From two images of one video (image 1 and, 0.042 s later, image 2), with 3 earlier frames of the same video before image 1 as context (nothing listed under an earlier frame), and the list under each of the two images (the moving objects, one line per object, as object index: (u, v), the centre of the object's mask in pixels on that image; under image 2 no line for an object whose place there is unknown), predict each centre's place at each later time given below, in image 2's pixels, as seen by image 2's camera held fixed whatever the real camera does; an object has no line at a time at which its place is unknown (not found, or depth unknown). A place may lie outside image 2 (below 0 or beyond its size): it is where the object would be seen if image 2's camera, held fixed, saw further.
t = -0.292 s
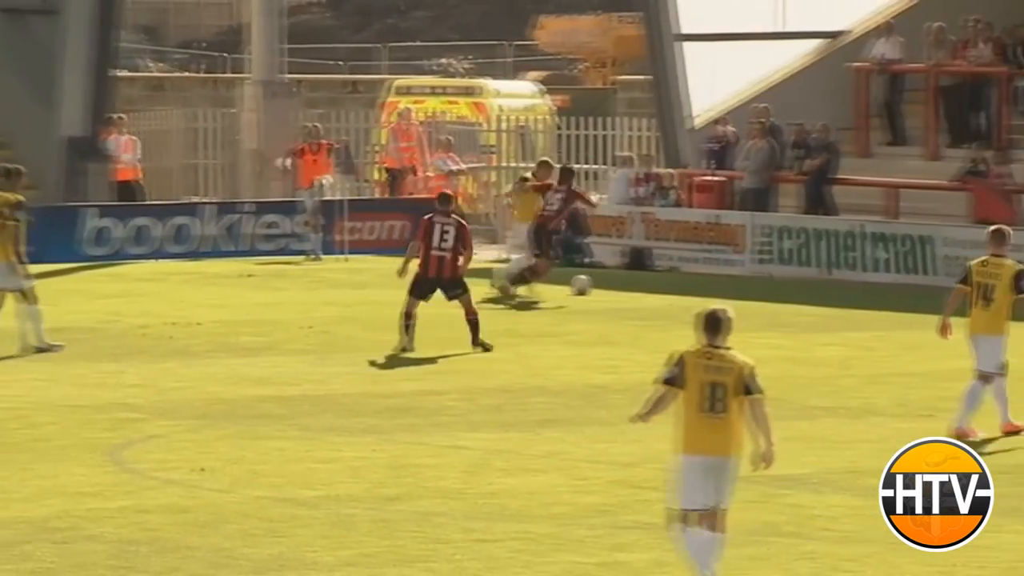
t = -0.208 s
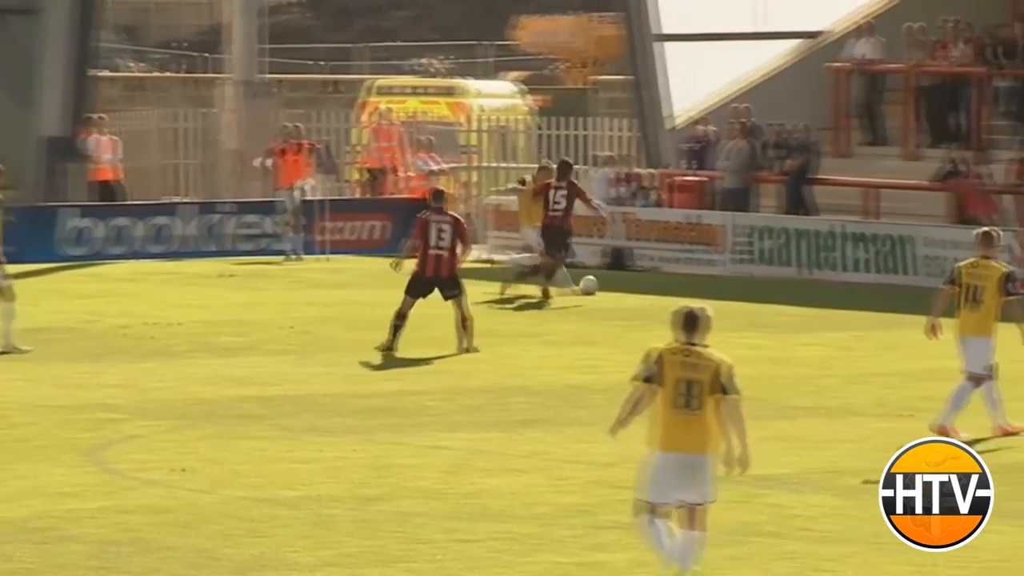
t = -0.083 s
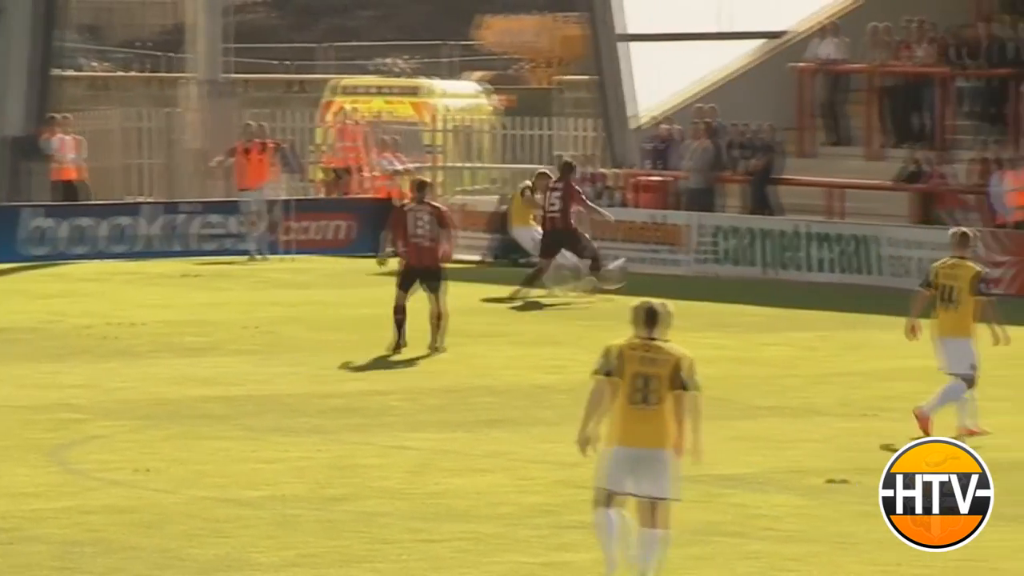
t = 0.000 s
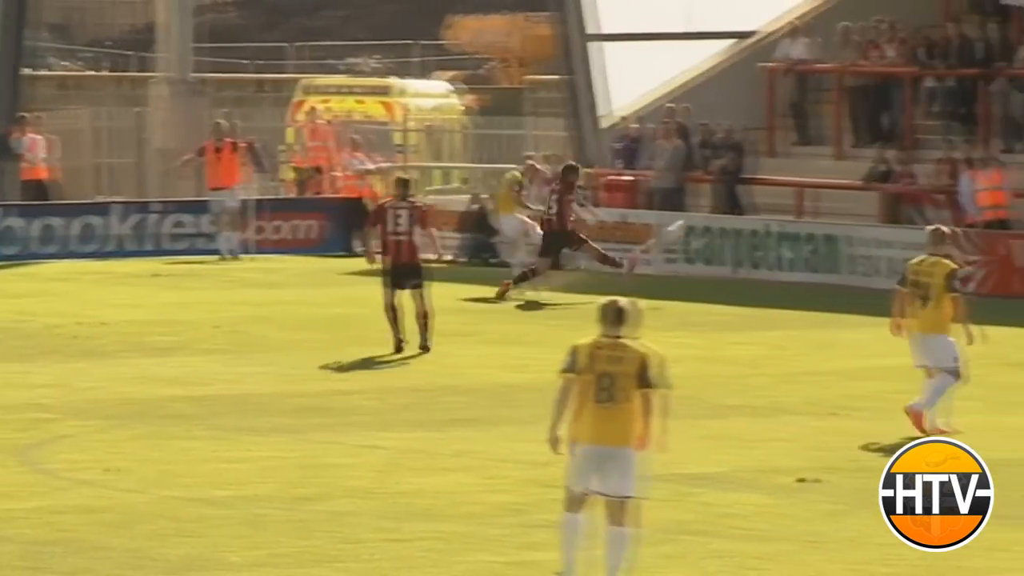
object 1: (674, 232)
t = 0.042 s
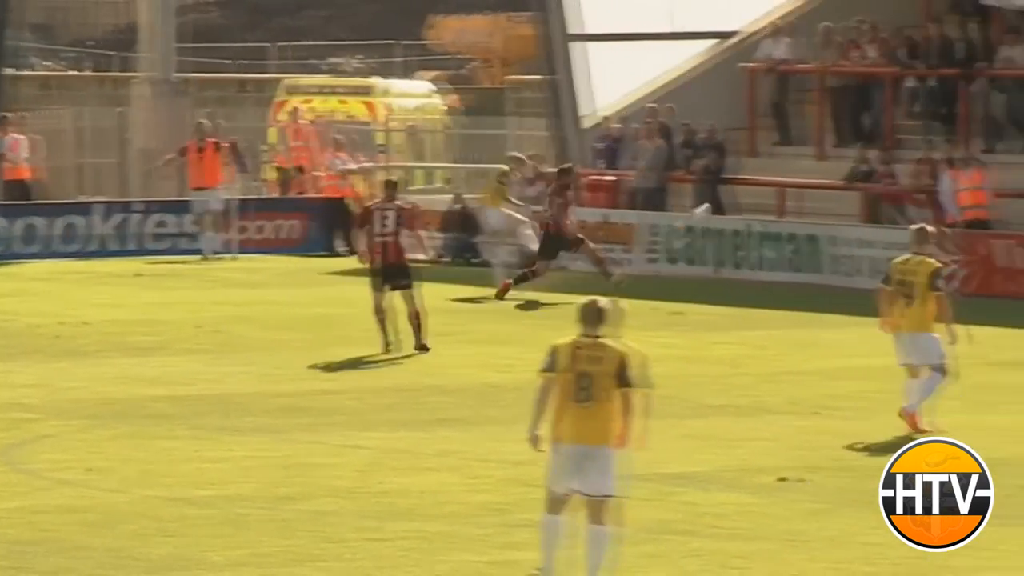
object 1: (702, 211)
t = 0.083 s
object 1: (745, 196)
